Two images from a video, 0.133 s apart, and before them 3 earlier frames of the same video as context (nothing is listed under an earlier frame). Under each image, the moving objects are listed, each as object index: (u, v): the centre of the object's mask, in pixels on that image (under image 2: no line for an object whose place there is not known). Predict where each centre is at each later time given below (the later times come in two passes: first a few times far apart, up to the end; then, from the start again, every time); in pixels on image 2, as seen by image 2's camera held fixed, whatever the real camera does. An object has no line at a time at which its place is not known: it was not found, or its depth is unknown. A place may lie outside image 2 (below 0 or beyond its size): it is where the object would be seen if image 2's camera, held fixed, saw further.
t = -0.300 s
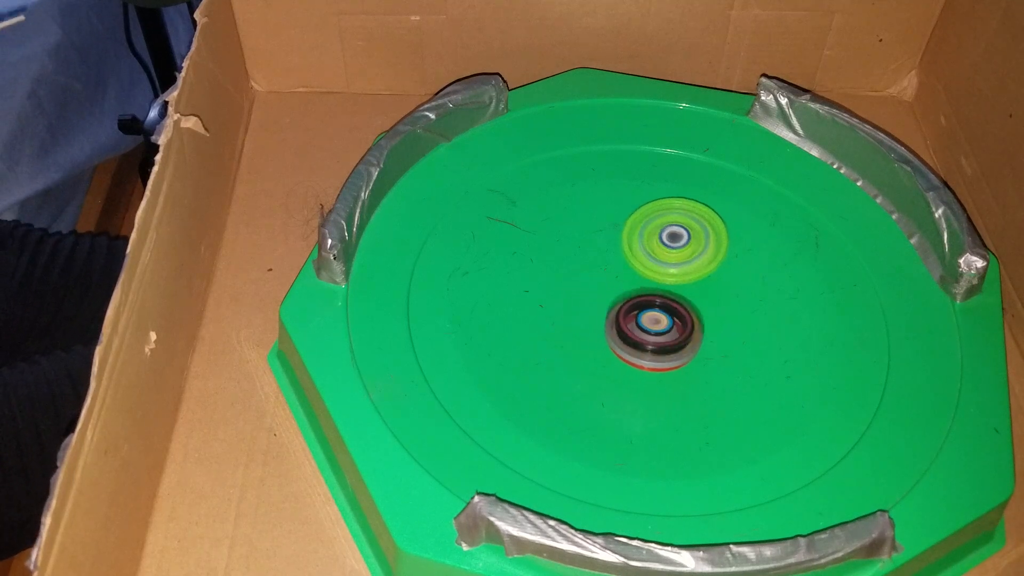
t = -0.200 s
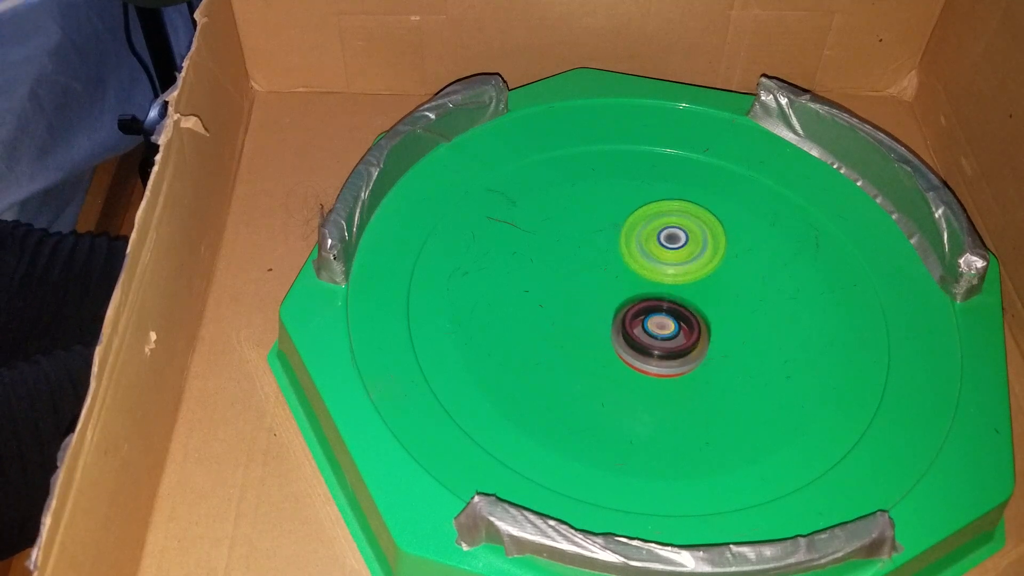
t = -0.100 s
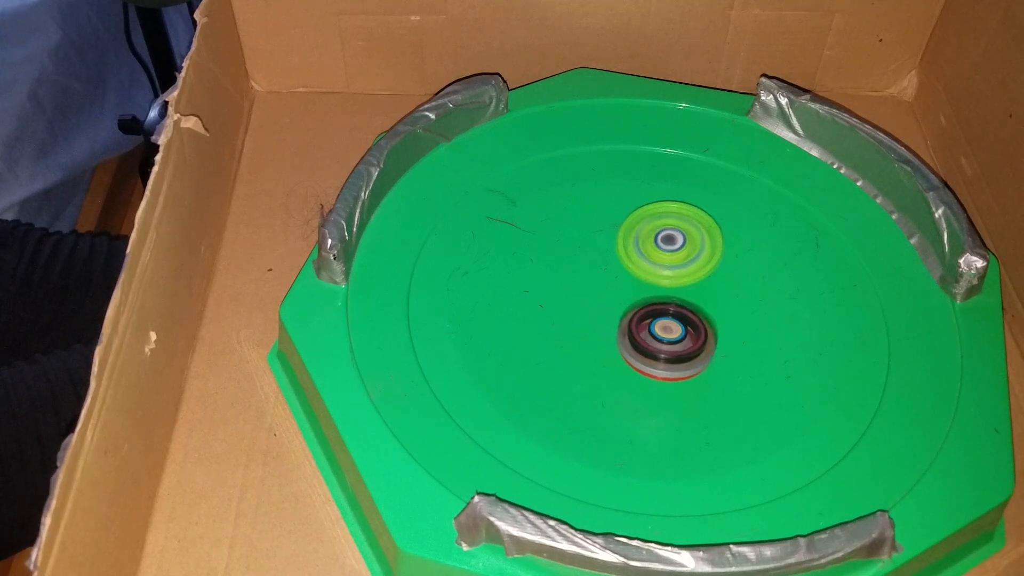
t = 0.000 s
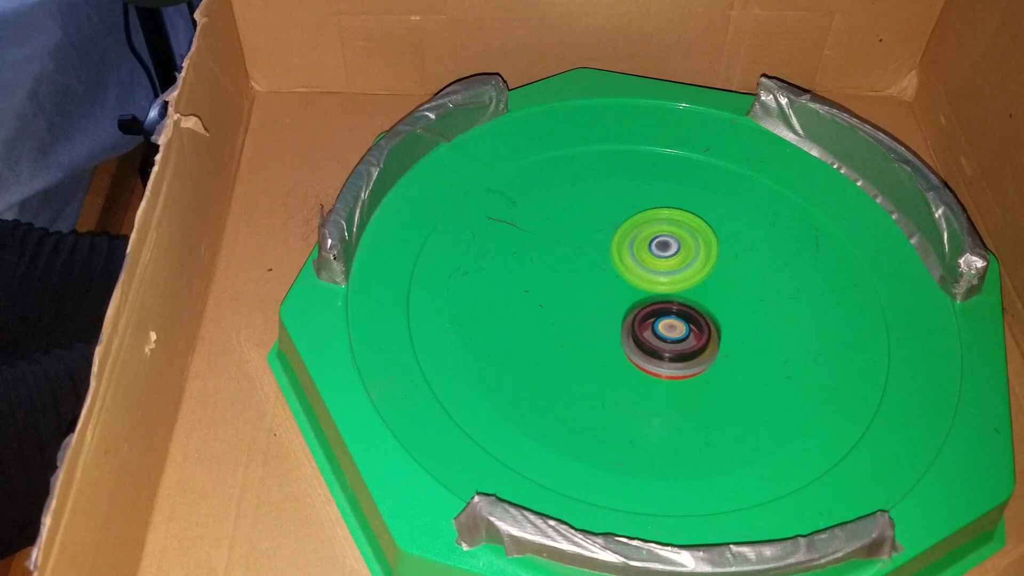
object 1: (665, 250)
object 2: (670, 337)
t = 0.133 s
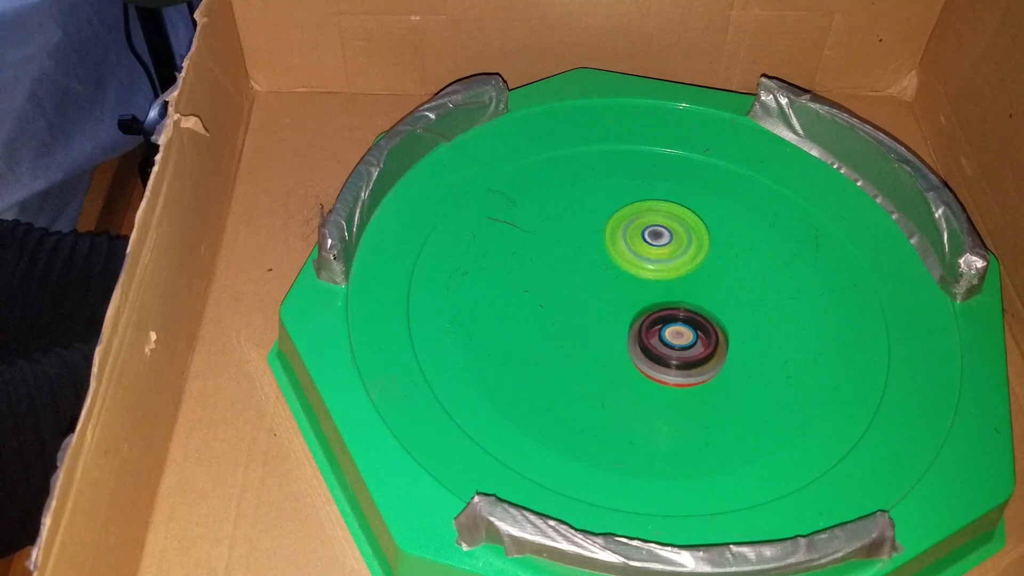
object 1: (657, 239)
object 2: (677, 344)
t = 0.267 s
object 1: (649, 238)
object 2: (679, 342)
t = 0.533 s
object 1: (630, 250)
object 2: (678, 328)
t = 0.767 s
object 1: (613, 247)
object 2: (681, 317)
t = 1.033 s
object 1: (599, 248)
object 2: (684, 306)
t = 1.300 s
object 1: (585, 247)
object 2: (695, 305)
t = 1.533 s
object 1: (592, 261)
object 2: (689, 306)
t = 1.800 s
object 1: (588, 266)
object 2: (695, 313)
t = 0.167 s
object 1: (655, 236)
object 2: (678, 344)
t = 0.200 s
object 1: (654, 236)
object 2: (679, 344)
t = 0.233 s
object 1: (651, 237)
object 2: (679, 343)
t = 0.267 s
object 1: (649, 238)
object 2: (679, 342)
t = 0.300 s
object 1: (646, 239)
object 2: (679, 341)
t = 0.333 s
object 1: (643, 240)
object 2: (679, 340)
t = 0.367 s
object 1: (641, 241)
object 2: (678, 338)
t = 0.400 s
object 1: (638, 243)
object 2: (679, 337)
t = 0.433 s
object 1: (636, 244)
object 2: (678, 335)
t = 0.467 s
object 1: (634, 246)
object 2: (678, 333)
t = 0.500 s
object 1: (632, 248)
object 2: (678, 331)
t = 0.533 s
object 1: (630, 250)
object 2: (678, 328)
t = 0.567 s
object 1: (629, 251)
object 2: (679, 327)
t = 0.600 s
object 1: (624, 246)
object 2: (681, 328)
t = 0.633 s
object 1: (621, 244)
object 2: (682, 327)
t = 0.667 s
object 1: (619, 244)
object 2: (682, 324)
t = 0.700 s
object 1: (617, 245)
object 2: (682, 322)
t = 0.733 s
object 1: (615, 246)
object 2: (681, 319)
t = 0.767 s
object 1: (613, 247)
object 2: (681, 317)
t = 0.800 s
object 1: (611, 247)
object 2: (682, 315)
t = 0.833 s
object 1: (609, 247)
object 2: (683, 314)
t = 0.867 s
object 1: (608, 248)
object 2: (683, 313)
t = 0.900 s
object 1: (606, 248)
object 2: (684, 312)
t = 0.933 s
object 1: (604, 247)
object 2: (686, 310)
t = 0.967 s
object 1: (602, 247)
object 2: (685, 309)
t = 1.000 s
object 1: (600, 248)
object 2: (685, 308)
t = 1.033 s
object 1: (599, 248)
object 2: (684, 306)
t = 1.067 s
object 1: (598, 249)
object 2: (684, 305)
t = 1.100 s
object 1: (597, 249)
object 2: (684, 304)
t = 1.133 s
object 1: (596, 250)
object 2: (684, 303)
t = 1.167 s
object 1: (593, 249)
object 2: (686, 304)
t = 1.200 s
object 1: (588, 245)
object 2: (693, 305)
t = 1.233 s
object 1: (586, 245)
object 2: (694, 305)
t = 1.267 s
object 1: (586, 246)
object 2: (695, 305)
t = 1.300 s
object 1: (585, 247)
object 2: (695, 305)
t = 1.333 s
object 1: (585, 248)
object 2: (695, 305)
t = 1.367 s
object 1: (585, 249)
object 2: (695, 306)
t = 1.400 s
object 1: (585, 251)
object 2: (694, 306)
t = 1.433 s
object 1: (587, 254)
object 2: (694, 306)
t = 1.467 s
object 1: (588, 256)
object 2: (693, 306)
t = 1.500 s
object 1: (590, 259)
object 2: (691, 306)
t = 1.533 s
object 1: (592, 261)
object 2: (689, 306)
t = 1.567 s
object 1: (593, 263)
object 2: (689, 307)
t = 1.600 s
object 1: (593, 264)
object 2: (689, 307)
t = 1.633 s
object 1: (595, 266)
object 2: (688, 307)
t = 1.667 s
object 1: (590, 264)
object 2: (691, 309)
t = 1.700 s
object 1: (587, 264)
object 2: (692, 310)
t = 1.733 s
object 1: (590, 265)
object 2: (691, 310)
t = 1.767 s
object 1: (592, 267)
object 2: (689, 310)
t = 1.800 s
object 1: (588, 266)
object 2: (695, 313)
